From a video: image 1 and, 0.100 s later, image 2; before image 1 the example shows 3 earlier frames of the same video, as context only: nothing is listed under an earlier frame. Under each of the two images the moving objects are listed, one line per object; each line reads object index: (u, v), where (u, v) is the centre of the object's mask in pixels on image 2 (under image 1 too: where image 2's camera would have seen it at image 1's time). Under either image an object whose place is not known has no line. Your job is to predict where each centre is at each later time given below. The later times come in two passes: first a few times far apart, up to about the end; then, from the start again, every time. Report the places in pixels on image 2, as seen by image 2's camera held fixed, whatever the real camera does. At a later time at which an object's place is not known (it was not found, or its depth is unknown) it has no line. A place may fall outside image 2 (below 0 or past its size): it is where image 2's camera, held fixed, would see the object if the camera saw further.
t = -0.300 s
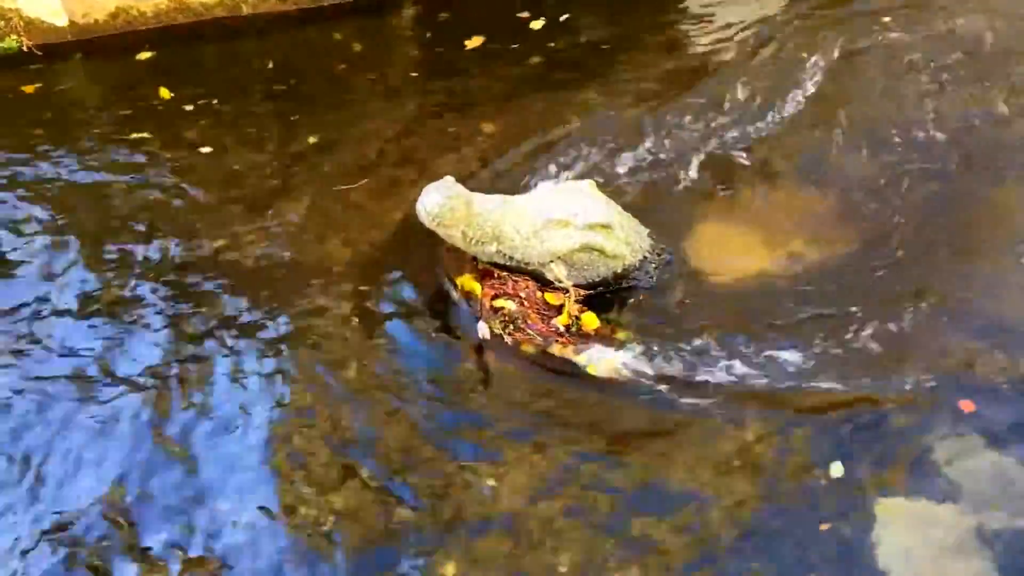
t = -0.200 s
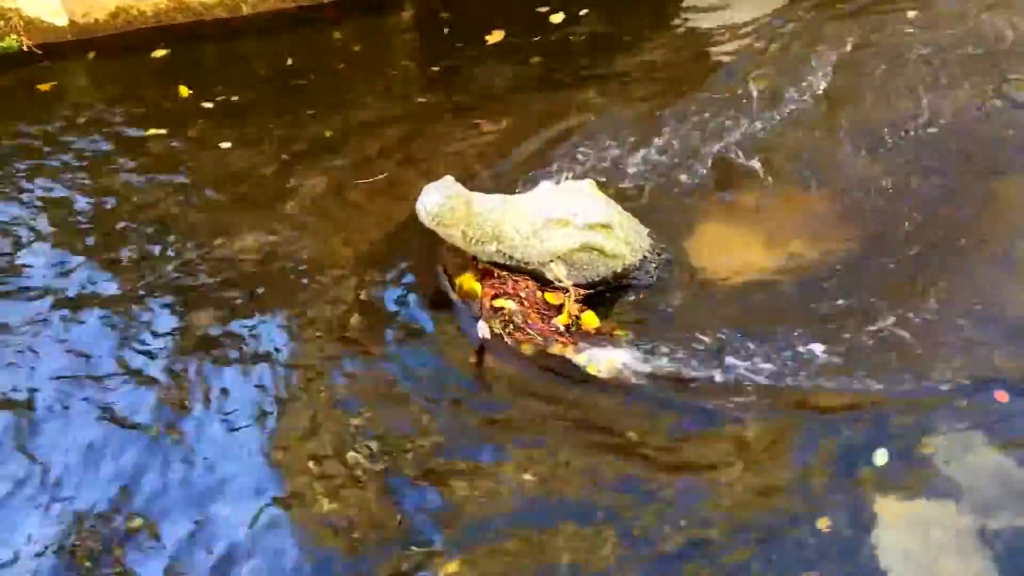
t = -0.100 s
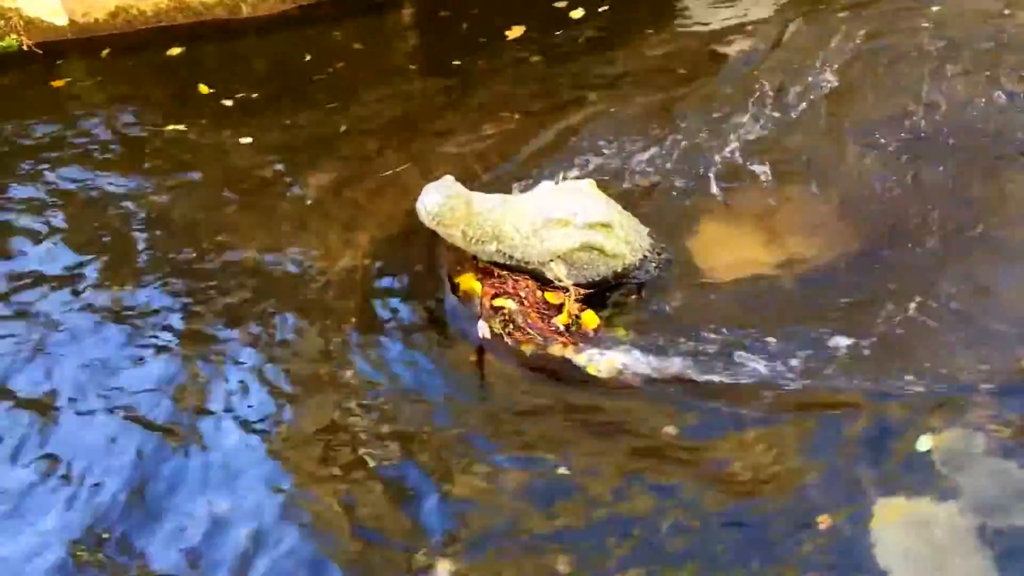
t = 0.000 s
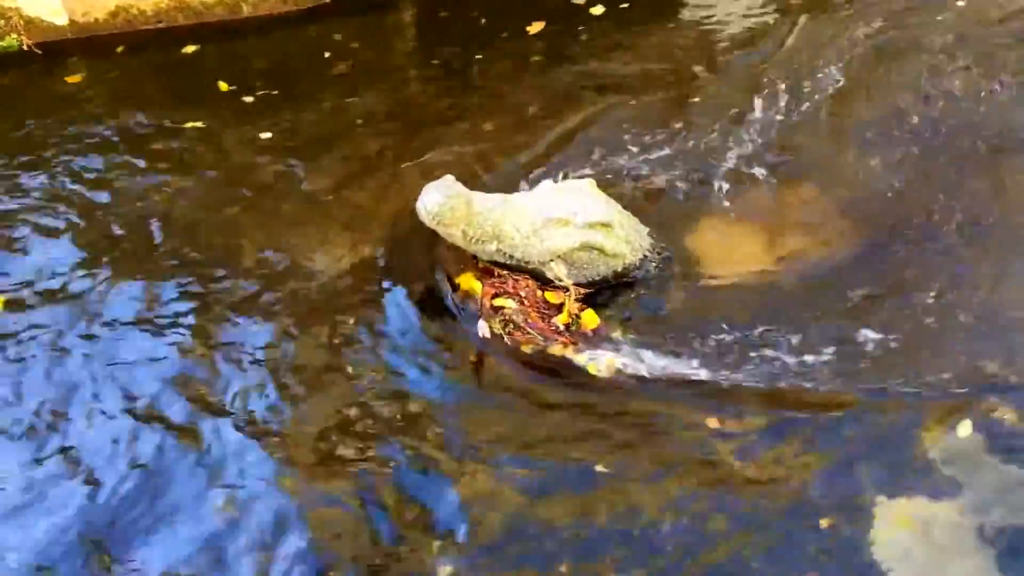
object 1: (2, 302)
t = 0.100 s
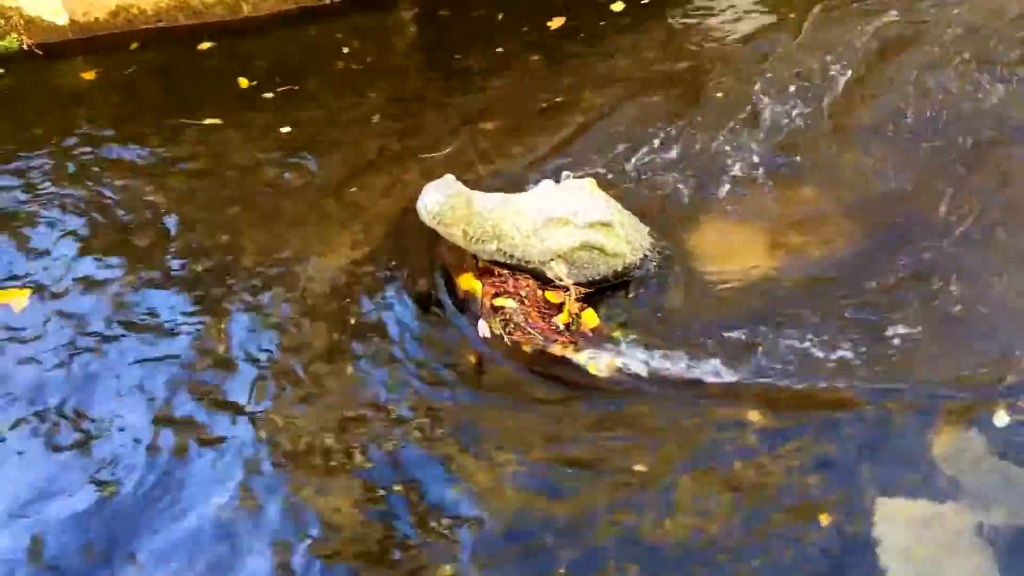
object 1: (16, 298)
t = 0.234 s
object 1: (46, 290)
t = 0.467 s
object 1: (104, 277)
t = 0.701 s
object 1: (158, 267)
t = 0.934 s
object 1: (208, 255)
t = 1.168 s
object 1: (256, 246)
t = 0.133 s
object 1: (22, 296)
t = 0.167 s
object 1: (30, 294)
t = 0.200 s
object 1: (38, 292)
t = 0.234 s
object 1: (46, 290)
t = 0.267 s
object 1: (54, 287)
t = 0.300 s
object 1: (63, 285)
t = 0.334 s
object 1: (71, 283)
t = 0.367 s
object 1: (80, 281)
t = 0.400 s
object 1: (88, 280)
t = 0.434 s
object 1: (96, 278)
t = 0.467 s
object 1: (104, 277)
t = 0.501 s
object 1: (111, 276)
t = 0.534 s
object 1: (119, 275)
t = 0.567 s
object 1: (127, 273)
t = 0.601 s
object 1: (134, 272)
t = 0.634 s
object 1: (142, 271)
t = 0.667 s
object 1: (150, 269)
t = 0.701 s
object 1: (158, 267)
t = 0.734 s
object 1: (166, 266)
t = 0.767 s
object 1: (172, 264)
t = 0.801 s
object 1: (180, 262)
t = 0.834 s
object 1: (187, 260)
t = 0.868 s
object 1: (194, 258)
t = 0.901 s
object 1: (201, 257)
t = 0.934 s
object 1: (208, 255)
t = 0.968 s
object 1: (215, 254)
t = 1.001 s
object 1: (222, 253)
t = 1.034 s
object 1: (229, 251)
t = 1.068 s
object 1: (236, 250)
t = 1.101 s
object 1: (242, 249)
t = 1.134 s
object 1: (250, 247)
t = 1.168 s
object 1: (256, 246)
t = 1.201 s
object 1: (263, 245)
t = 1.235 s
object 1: (270, 243)
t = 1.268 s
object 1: (277, 241)
